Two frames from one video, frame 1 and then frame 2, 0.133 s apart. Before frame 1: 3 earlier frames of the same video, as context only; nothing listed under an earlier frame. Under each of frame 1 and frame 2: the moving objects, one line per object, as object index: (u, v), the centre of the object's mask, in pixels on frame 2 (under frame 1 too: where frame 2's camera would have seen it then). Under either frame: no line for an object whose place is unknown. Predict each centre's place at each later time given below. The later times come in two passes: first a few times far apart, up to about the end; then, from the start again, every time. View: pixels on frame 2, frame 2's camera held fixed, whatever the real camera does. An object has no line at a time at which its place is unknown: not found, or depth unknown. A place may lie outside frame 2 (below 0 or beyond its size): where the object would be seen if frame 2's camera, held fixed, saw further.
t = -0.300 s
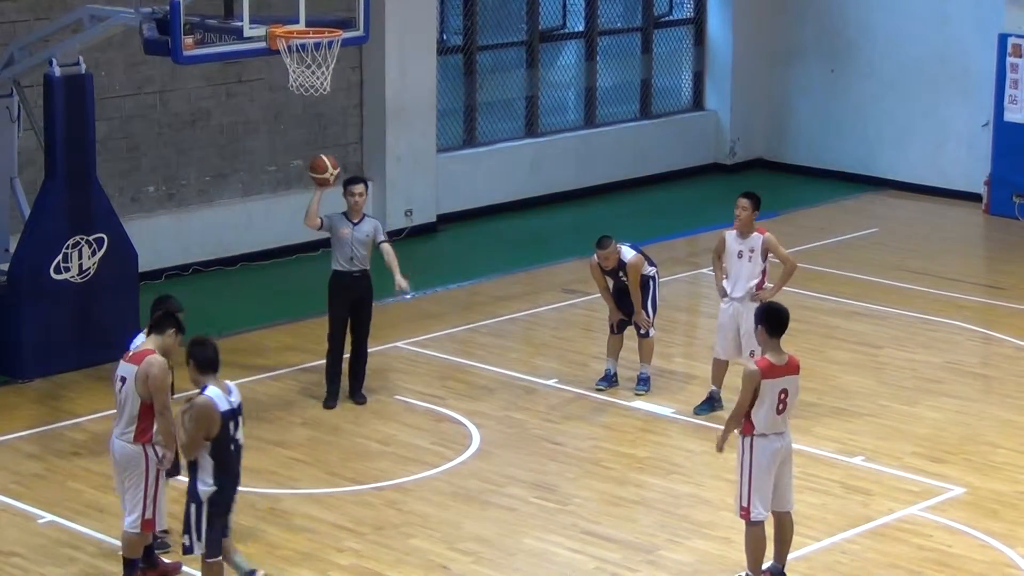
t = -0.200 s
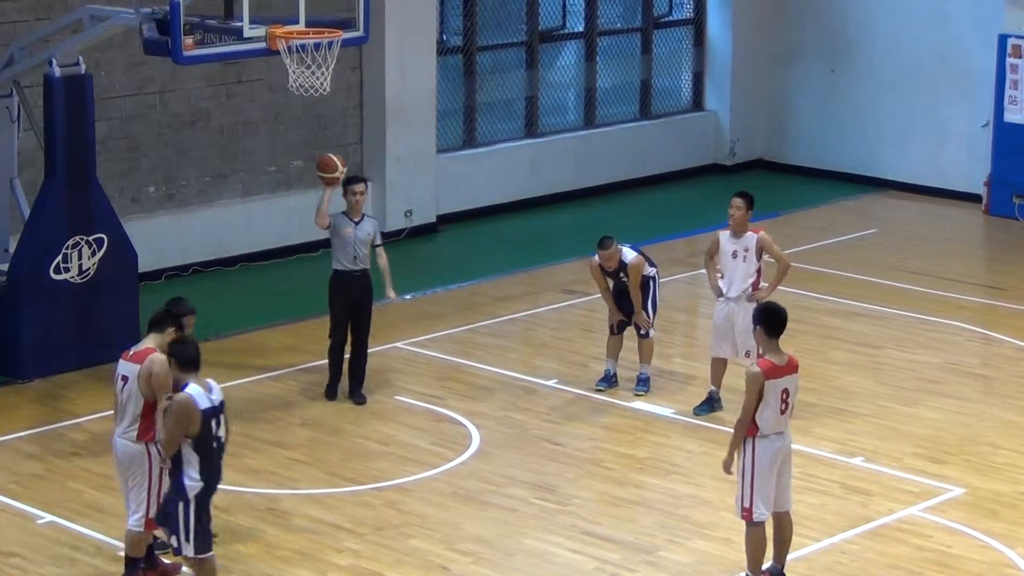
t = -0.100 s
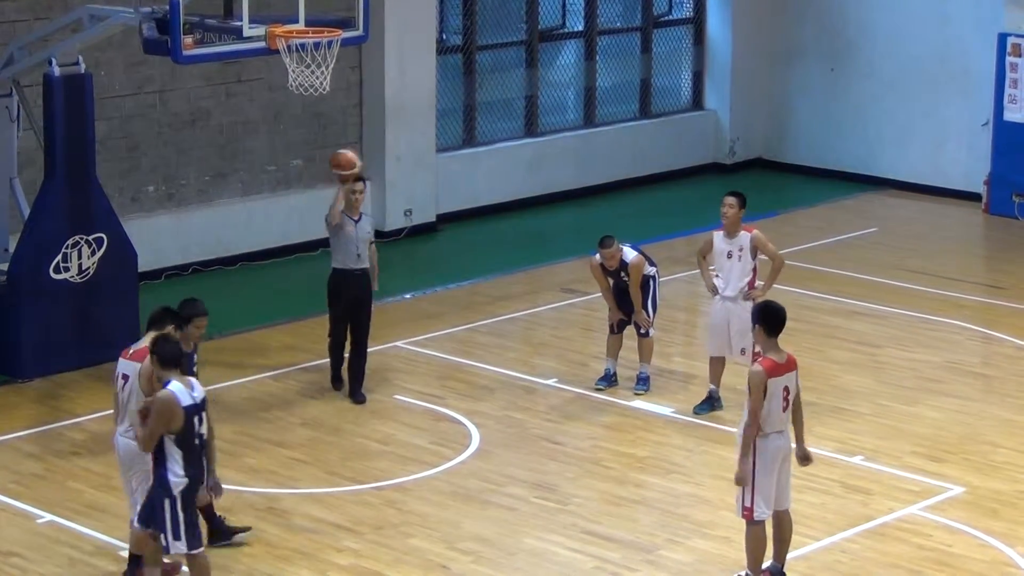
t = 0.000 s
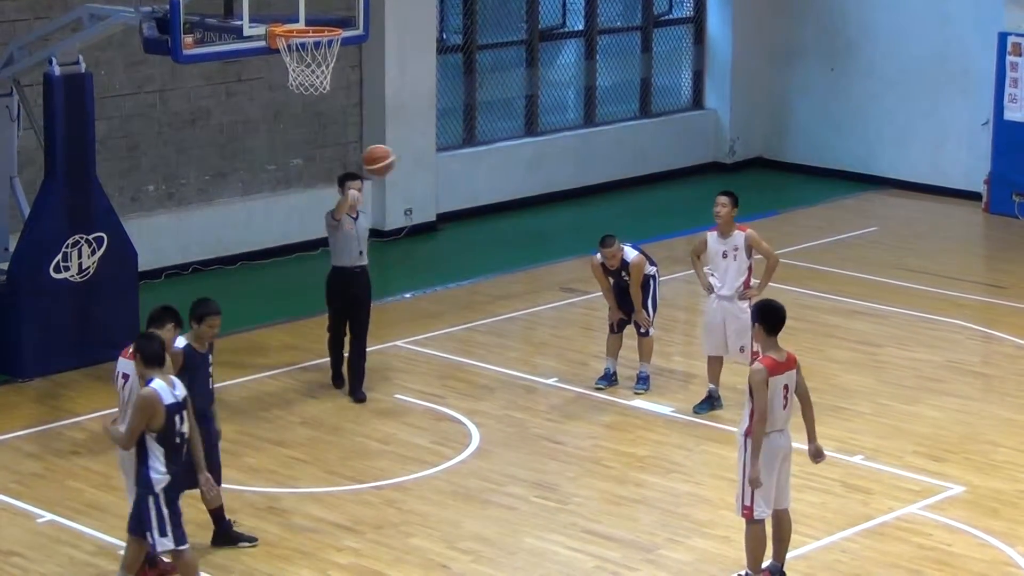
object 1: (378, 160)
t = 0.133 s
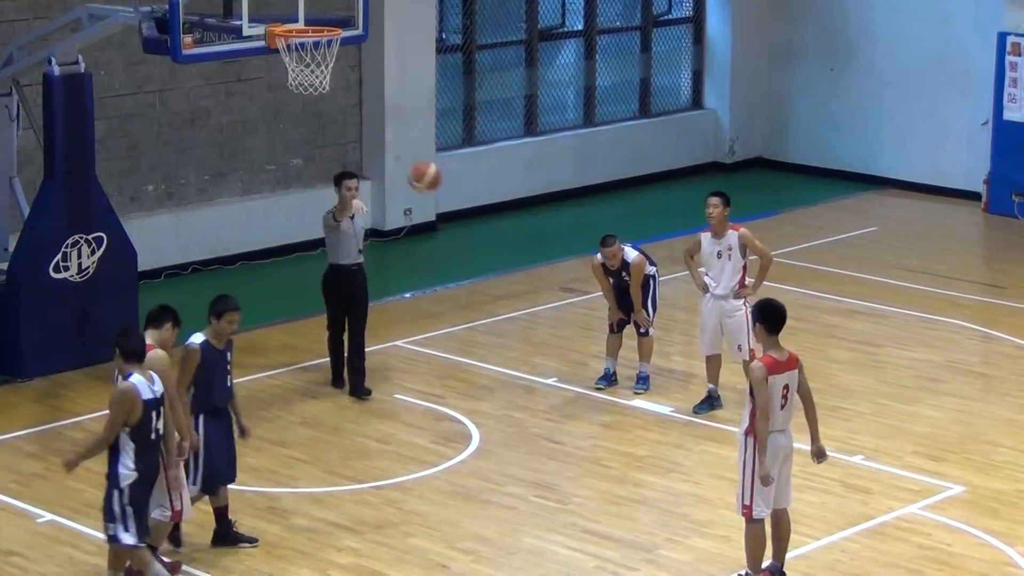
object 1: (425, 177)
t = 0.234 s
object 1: (461, 206)
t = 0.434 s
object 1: (538, 306)
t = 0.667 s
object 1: (631, 503)
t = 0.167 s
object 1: (436, 185)
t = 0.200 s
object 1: (448, 194)
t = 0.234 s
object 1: (461, 206)
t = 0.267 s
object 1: (474, 218)
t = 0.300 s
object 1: (487, 232)
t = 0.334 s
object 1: (499, 248)
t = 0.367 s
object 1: (512, 265)
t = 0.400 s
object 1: (525, 284)
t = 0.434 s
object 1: (538, 306)
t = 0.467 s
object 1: (550, 329)
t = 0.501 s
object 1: (564, 353)
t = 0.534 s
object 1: (577, 378)
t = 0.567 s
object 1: (590, 407)
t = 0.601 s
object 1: (604, 436)
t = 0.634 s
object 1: (618, 470)
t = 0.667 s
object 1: (631, 503)
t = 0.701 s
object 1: (639, 489)
